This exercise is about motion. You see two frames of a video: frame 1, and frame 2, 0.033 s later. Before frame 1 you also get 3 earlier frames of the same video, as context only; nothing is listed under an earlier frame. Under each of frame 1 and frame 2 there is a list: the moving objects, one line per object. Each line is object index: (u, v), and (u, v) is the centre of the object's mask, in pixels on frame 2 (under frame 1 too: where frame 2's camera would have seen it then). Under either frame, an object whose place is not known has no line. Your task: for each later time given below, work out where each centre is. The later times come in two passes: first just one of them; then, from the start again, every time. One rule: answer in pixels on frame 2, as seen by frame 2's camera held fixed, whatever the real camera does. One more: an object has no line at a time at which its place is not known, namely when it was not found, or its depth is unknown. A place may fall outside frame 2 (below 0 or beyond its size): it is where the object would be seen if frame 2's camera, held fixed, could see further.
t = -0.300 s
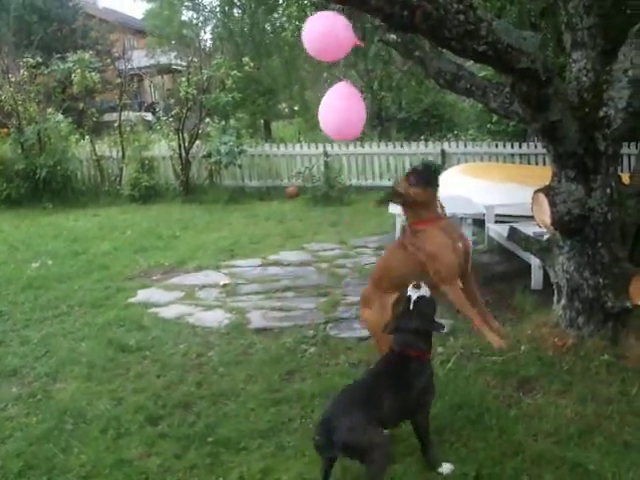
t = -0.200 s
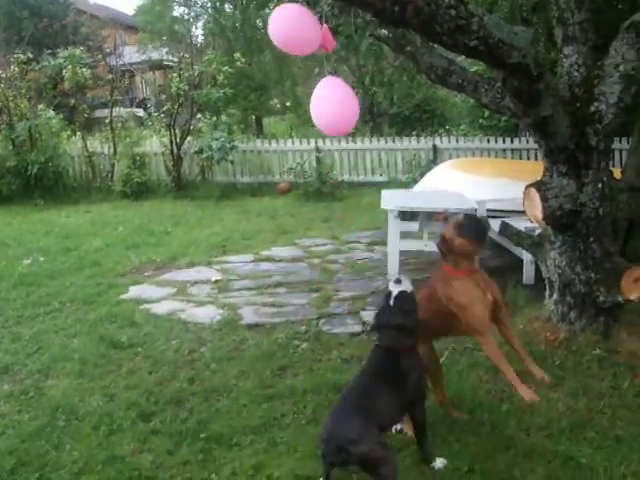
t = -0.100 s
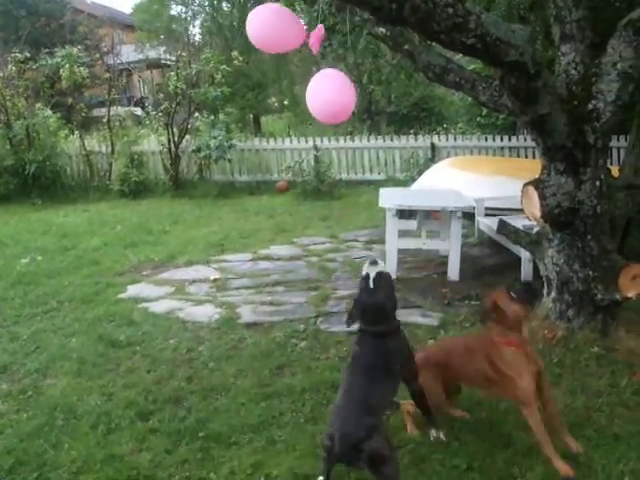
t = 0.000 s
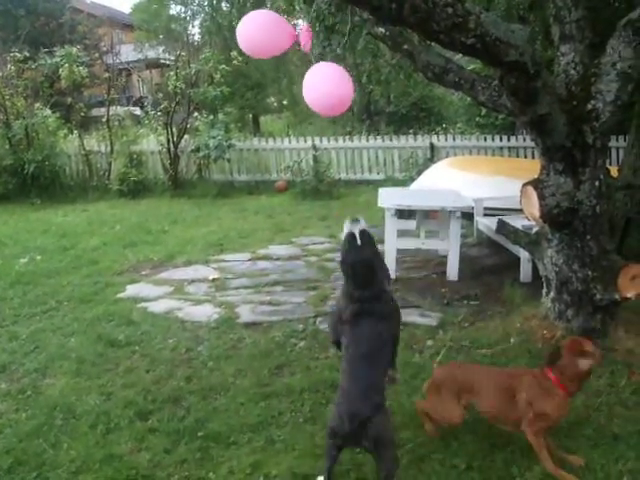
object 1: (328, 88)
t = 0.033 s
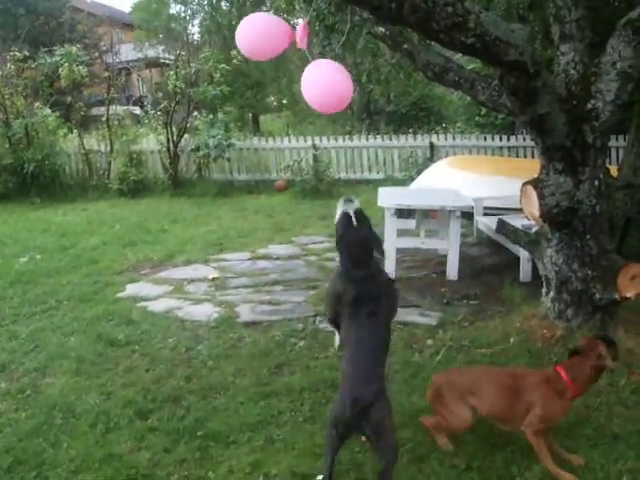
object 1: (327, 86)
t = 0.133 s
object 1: (321, 79)
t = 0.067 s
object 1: (325, 84)
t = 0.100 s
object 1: (323, 81)
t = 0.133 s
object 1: (321, 79)
